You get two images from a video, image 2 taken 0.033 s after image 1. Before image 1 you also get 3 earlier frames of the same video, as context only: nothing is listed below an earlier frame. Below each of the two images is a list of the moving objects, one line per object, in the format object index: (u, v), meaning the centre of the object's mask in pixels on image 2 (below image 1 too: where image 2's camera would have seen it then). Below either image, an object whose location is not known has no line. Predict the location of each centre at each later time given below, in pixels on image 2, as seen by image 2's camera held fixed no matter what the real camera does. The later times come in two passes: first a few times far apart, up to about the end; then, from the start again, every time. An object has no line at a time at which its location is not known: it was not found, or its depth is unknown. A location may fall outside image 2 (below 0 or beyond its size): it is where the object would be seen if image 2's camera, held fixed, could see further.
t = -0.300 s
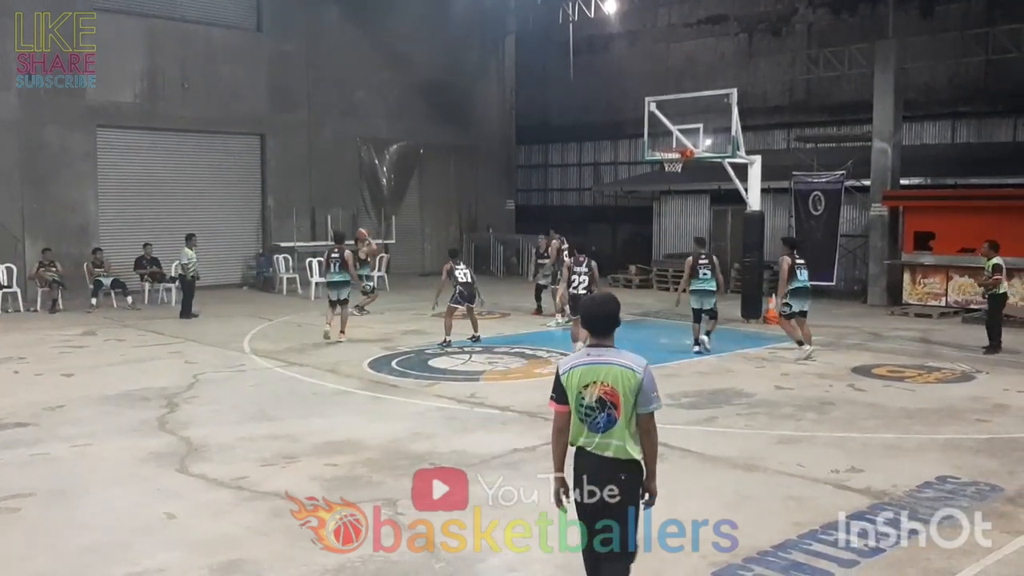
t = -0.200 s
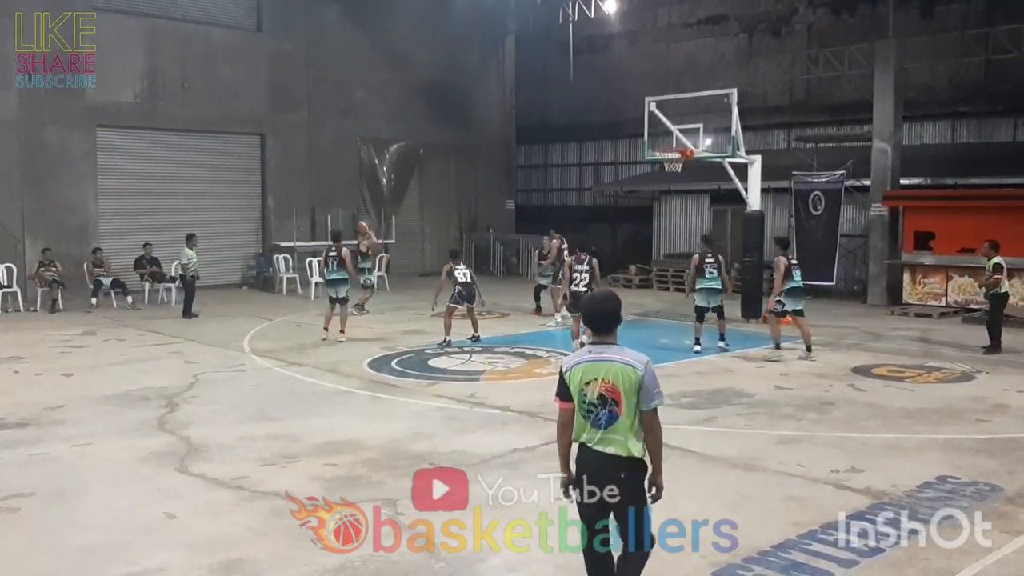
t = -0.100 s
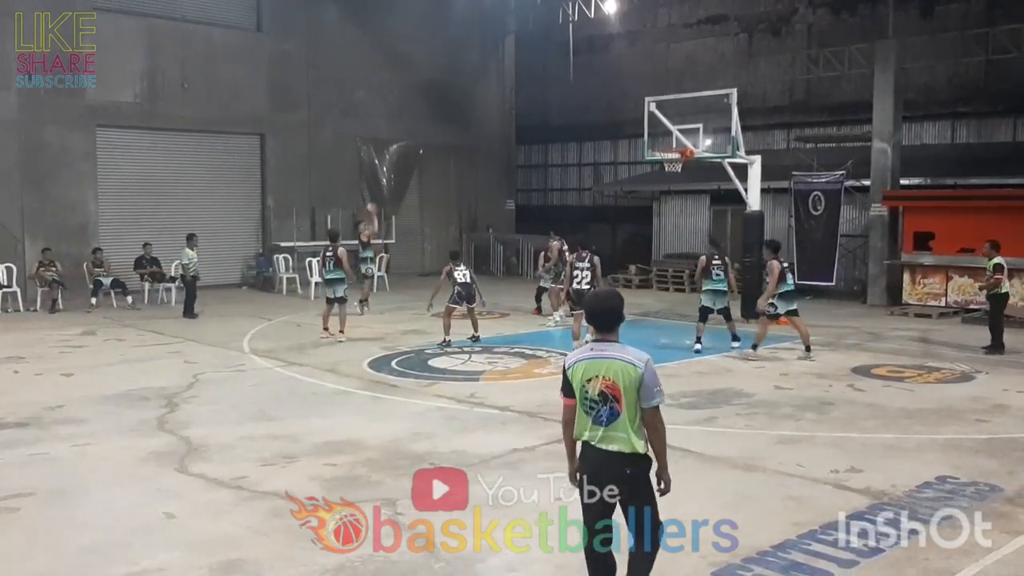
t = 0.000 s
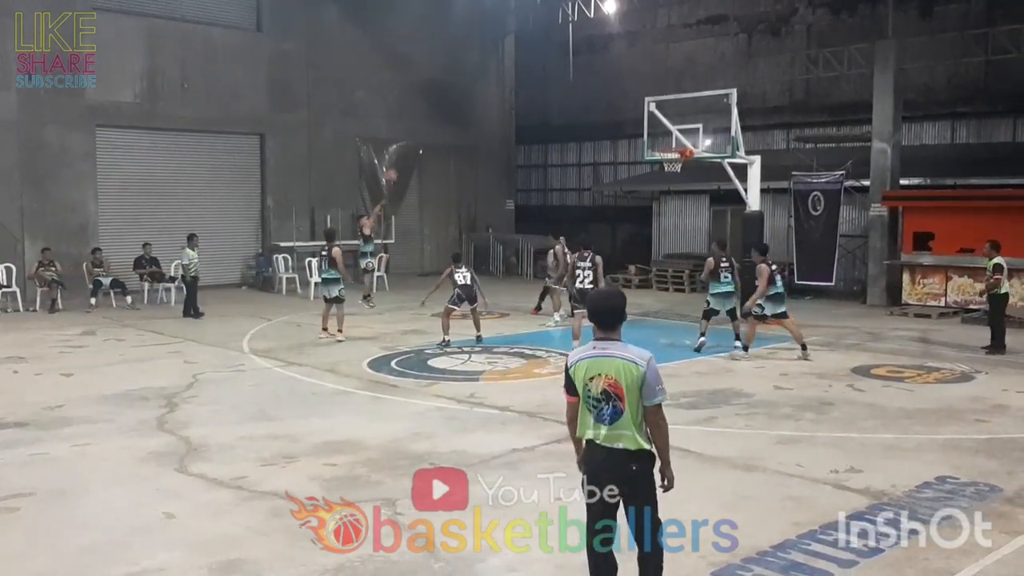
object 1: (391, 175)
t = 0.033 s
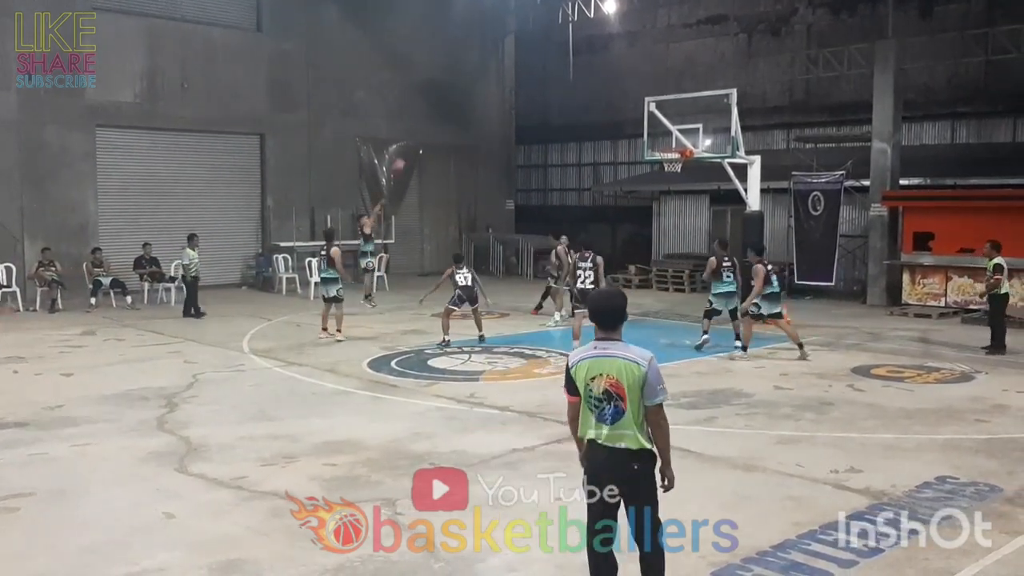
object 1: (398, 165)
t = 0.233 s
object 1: (442, 112)
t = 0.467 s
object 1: (494, 72)
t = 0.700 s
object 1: (550, 65)
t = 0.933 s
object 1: (608, 88)
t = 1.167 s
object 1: (667, 144)
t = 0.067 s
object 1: (405, 154)
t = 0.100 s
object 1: (414, 143)
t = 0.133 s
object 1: (420, 134)
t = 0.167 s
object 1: (428, 126)
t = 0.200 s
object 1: (435, 119)
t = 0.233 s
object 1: (442, 112)
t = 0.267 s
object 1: (449, 105)
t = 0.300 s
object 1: (456, 97)
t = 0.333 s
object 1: (464, 91)
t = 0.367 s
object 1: (471, 85)
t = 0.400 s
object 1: (478, 80)
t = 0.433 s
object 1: (486, 76)
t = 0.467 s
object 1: (494, 72)
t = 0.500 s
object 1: (502, 70)
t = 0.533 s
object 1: (511, 67)
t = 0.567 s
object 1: (519, 66)
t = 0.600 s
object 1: (526, 65)
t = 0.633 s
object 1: (534, 64)
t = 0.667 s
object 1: (542, 65)
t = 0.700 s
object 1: (550, 65)
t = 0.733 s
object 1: (558, 67)
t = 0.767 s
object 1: (567, 68)
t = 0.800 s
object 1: (575, 71)
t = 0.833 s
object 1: (583, 74)
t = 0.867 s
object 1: (592, 78)
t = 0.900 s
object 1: (600, 82)
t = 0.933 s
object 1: (608, 88)
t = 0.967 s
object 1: (617, 94)
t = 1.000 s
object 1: (625, 101)
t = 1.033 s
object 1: (634, 109)
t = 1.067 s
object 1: (642, 117)
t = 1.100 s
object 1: (651, 125)
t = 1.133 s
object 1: (660, 134)
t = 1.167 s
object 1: (667, 144)
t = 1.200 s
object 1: (673, 144)
